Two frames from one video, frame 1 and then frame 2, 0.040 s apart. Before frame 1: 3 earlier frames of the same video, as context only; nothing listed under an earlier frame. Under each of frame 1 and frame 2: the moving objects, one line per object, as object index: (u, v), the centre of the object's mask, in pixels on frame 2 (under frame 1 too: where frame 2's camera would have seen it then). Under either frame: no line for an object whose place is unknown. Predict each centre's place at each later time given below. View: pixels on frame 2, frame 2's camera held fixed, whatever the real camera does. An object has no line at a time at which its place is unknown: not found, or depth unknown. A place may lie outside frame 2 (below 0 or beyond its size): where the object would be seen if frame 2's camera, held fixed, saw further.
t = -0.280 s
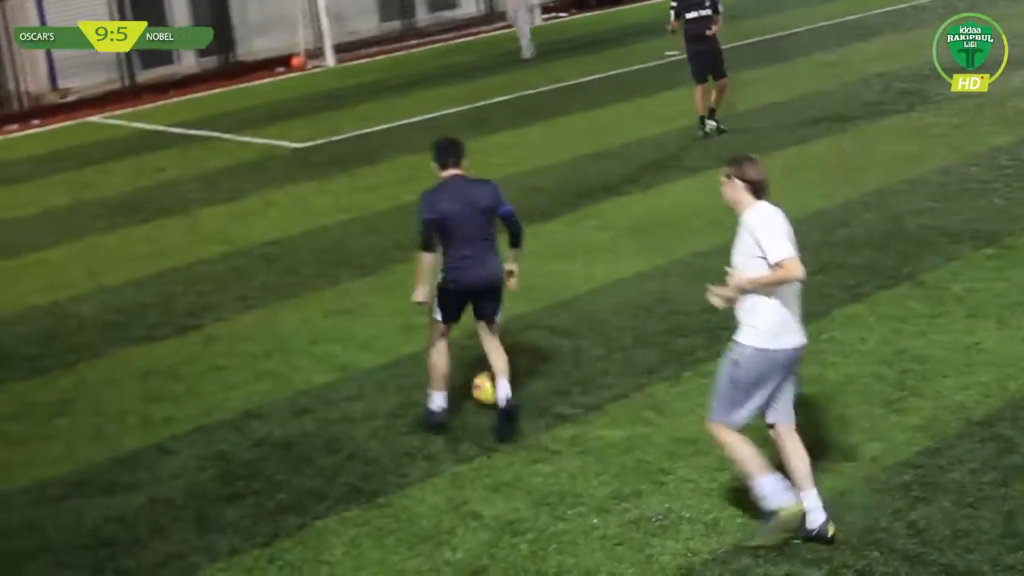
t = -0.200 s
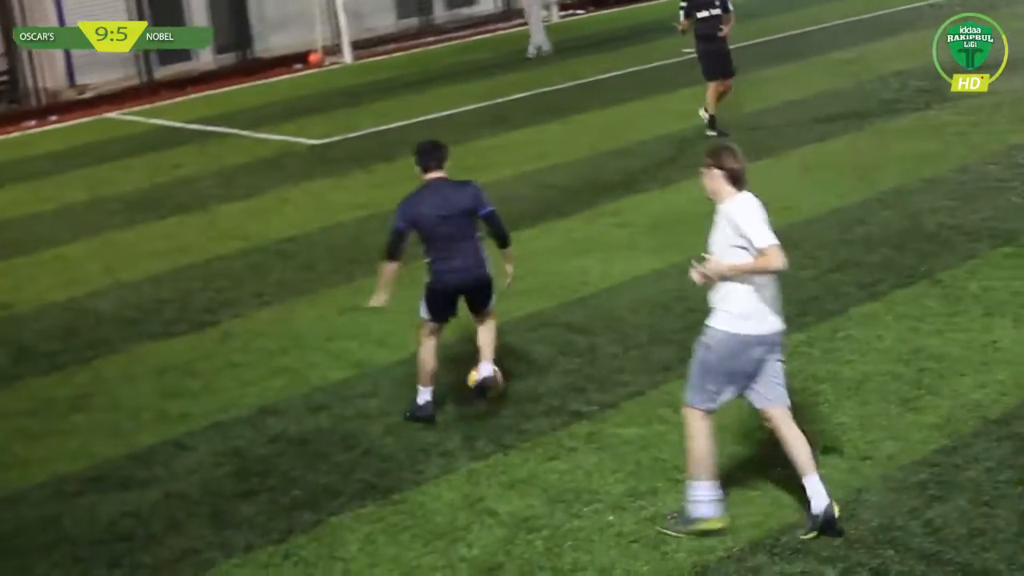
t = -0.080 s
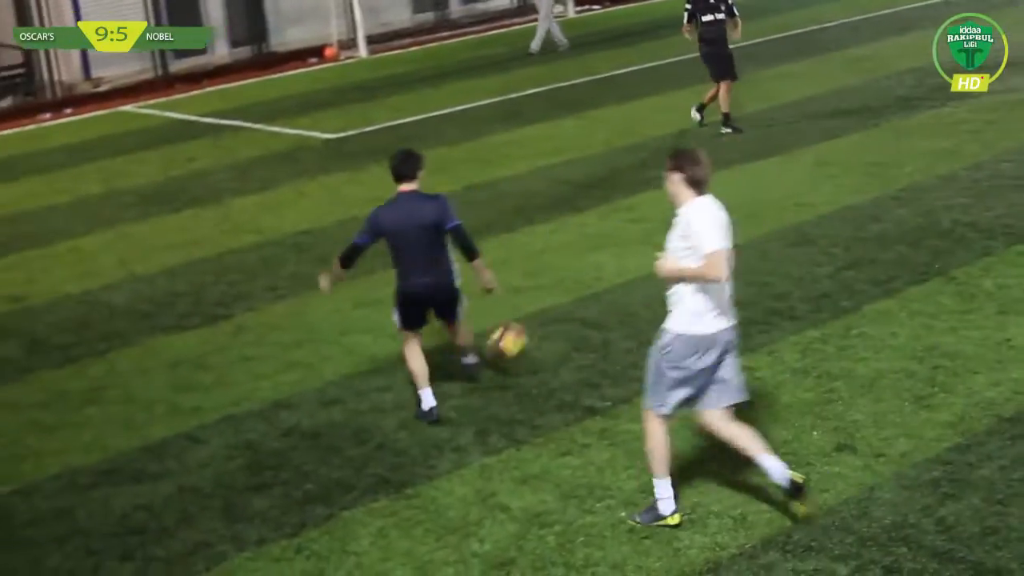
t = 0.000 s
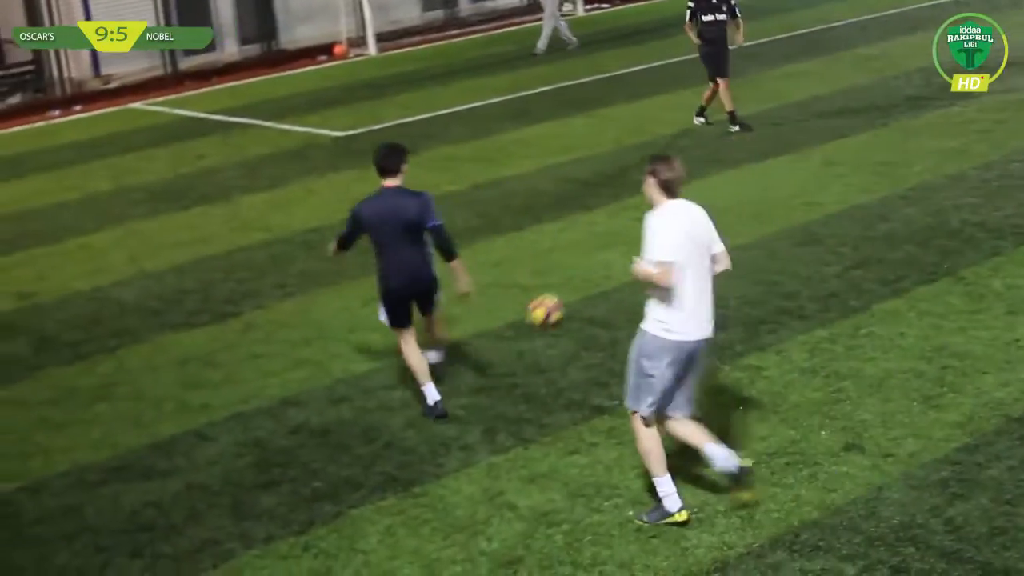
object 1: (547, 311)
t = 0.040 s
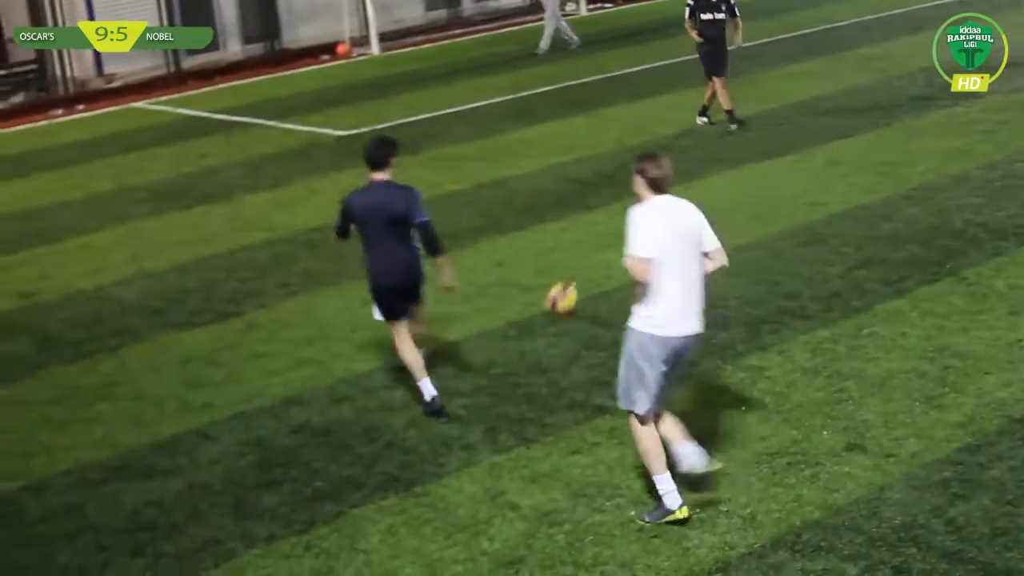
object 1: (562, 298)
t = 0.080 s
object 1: (573, 283)
